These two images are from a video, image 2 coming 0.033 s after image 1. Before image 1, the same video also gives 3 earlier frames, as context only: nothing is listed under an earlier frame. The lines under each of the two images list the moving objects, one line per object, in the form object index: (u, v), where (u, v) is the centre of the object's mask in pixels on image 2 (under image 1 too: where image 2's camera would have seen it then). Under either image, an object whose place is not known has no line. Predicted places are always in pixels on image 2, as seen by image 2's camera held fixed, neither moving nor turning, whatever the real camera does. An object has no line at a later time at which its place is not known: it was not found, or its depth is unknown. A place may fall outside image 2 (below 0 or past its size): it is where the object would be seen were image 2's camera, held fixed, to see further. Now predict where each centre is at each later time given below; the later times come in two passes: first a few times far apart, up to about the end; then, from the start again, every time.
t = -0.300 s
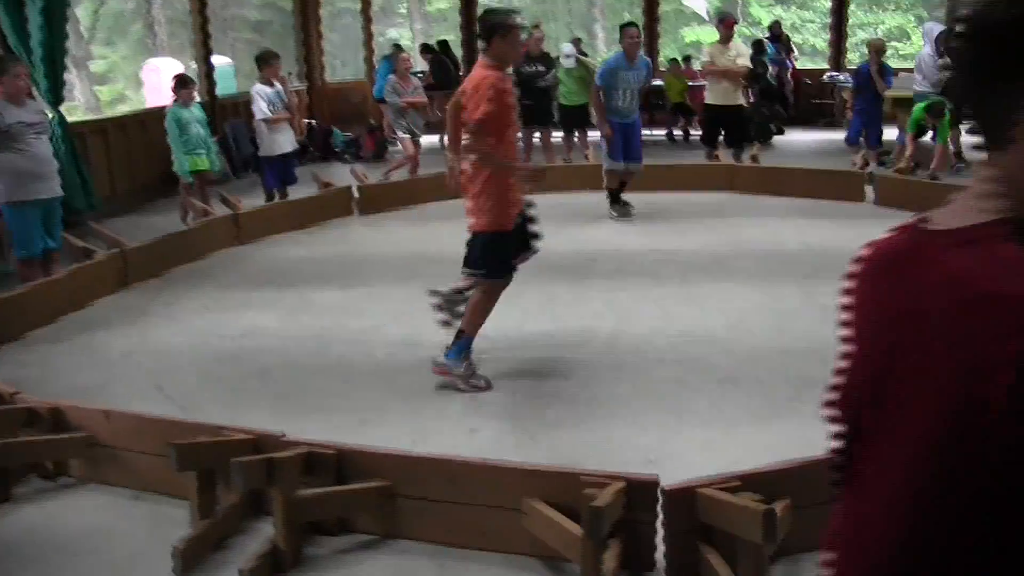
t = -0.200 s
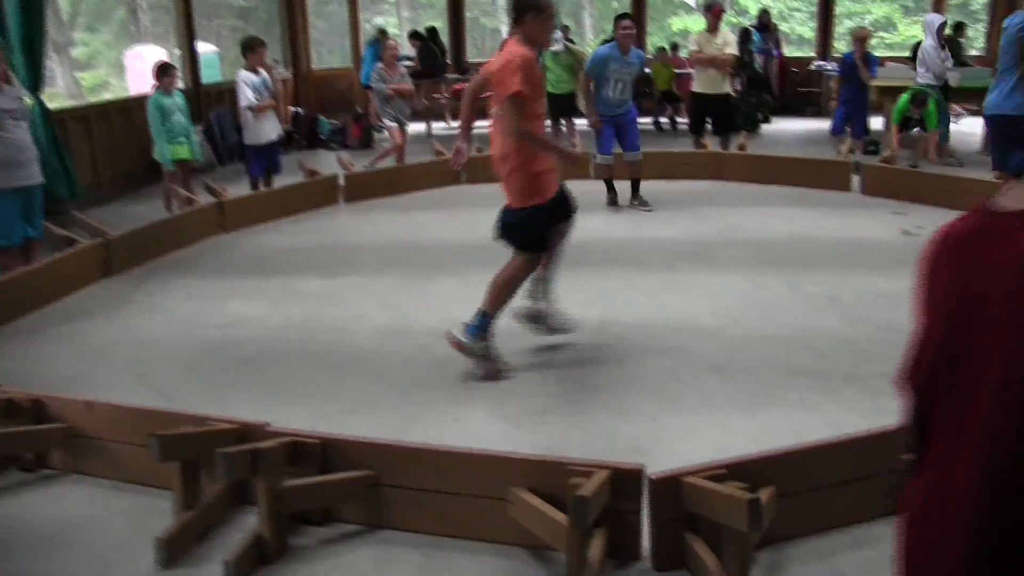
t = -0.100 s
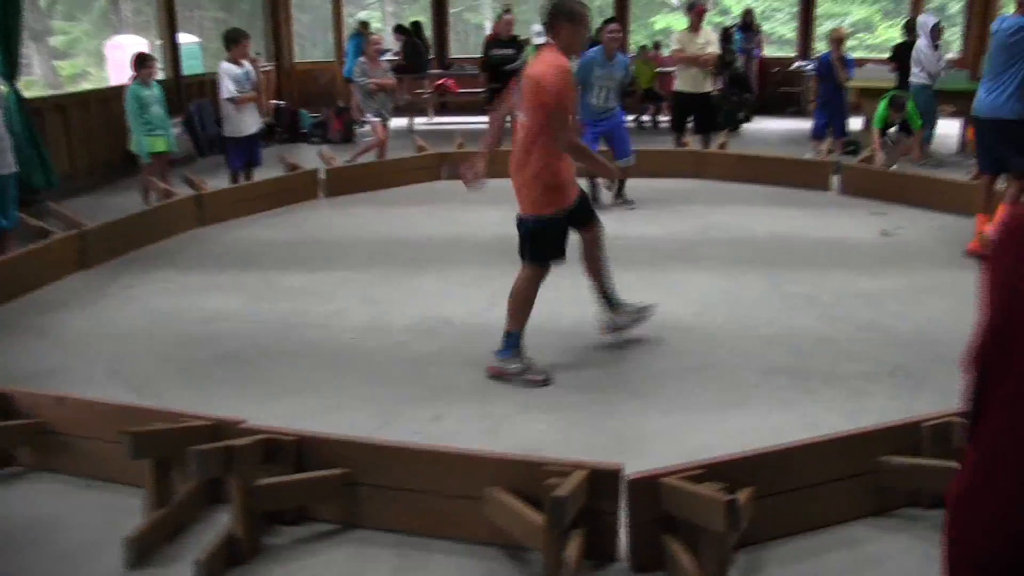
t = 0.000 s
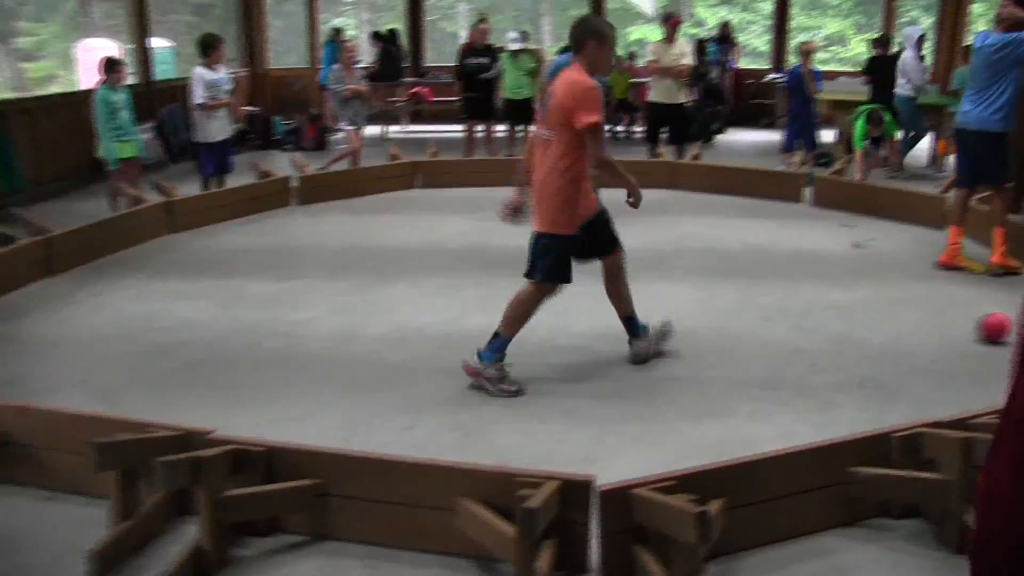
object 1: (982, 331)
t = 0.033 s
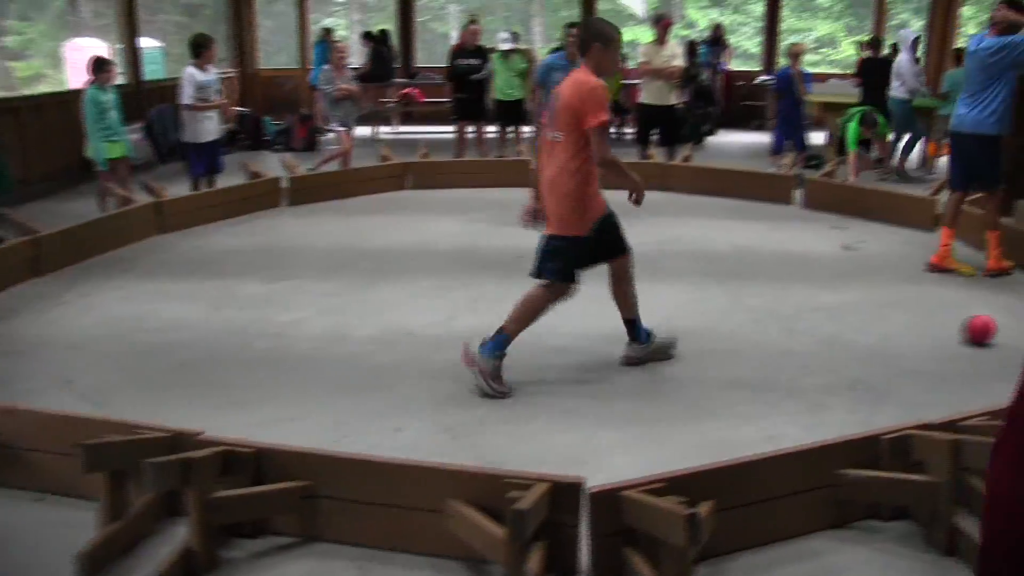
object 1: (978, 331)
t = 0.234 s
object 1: (956, 330)
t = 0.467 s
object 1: (932, 330)
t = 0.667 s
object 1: (914, 331)
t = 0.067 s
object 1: (975, 331)
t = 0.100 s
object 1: (972, 331)
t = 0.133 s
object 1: (967, 330)
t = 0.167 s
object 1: (964, 330)
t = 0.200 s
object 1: (960, 330)
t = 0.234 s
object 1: (956, 330)
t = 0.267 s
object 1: (952, 330)
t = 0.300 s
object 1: (949, 330)
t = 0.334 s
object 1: (945, 330)
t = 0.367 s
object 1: (942, 330)
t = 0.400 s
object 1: (939, 330)
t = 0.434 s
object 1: (935, 330)
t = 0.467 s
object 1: (932, 330)
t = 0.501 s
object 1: (929, 331)
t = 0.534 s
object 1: (925, 331)
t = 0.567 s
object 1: (922, 331)
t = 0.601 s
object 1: (920, 331)
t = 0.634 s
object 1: (917, 331)
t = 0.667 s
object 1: (914, 331)
